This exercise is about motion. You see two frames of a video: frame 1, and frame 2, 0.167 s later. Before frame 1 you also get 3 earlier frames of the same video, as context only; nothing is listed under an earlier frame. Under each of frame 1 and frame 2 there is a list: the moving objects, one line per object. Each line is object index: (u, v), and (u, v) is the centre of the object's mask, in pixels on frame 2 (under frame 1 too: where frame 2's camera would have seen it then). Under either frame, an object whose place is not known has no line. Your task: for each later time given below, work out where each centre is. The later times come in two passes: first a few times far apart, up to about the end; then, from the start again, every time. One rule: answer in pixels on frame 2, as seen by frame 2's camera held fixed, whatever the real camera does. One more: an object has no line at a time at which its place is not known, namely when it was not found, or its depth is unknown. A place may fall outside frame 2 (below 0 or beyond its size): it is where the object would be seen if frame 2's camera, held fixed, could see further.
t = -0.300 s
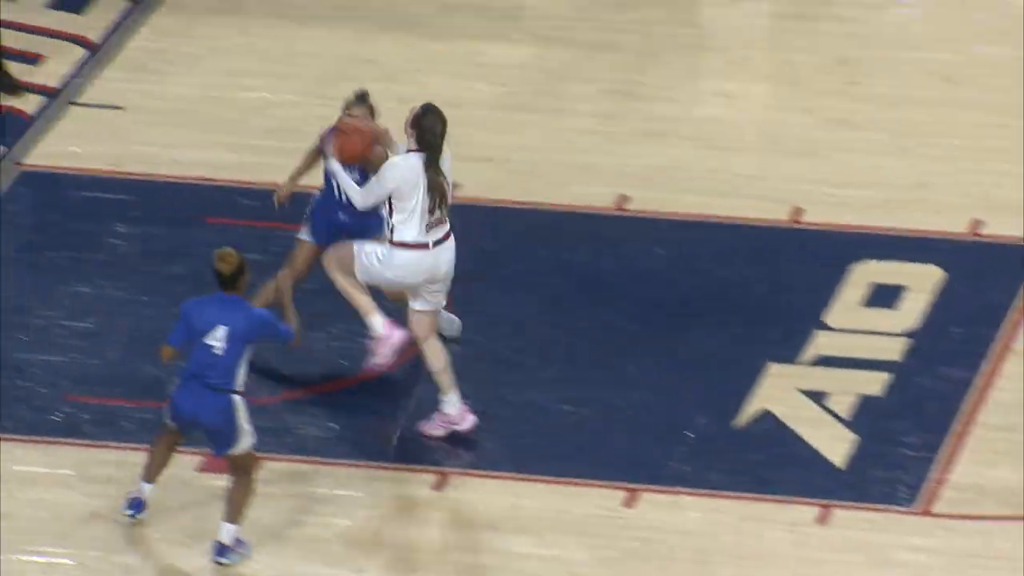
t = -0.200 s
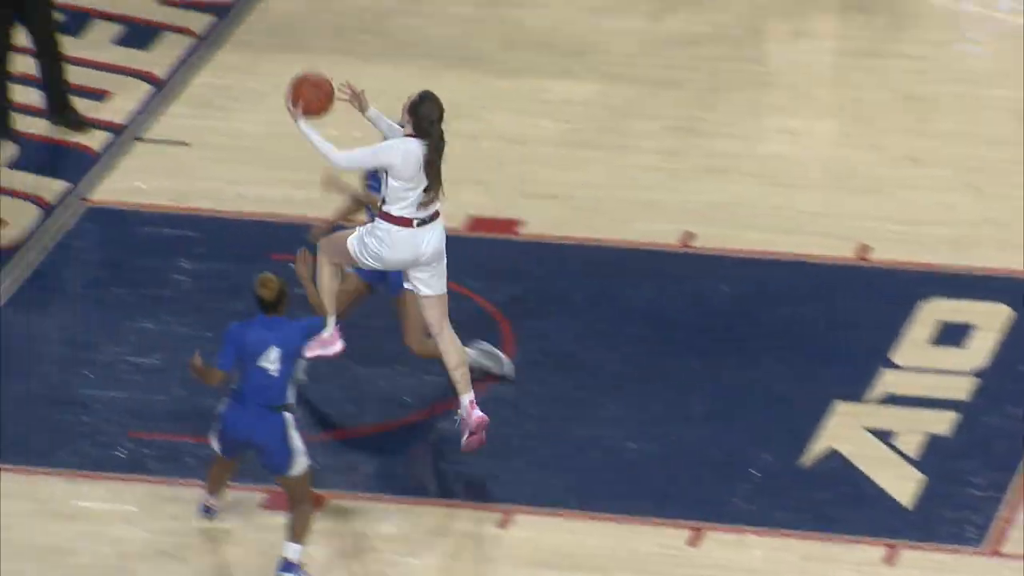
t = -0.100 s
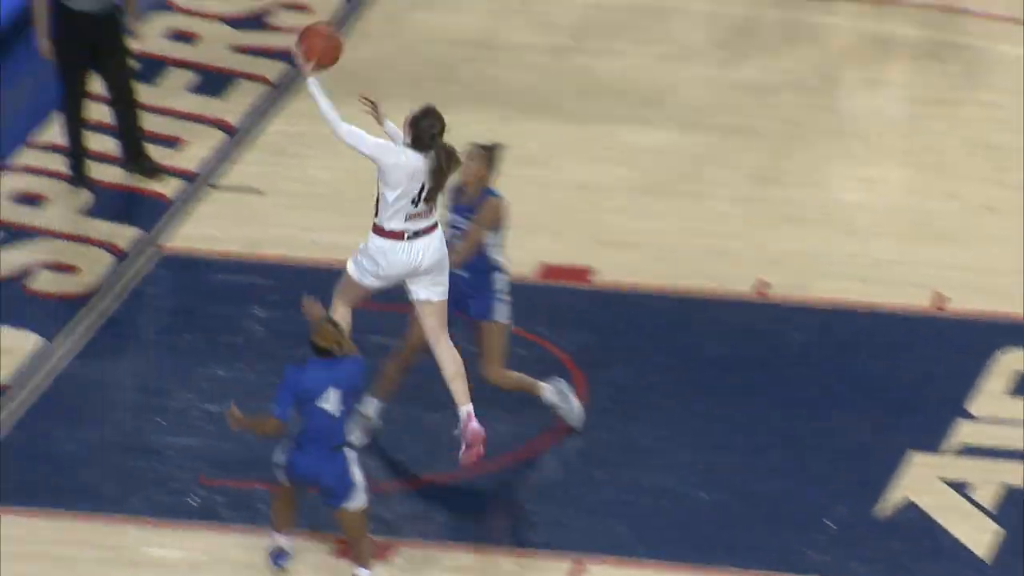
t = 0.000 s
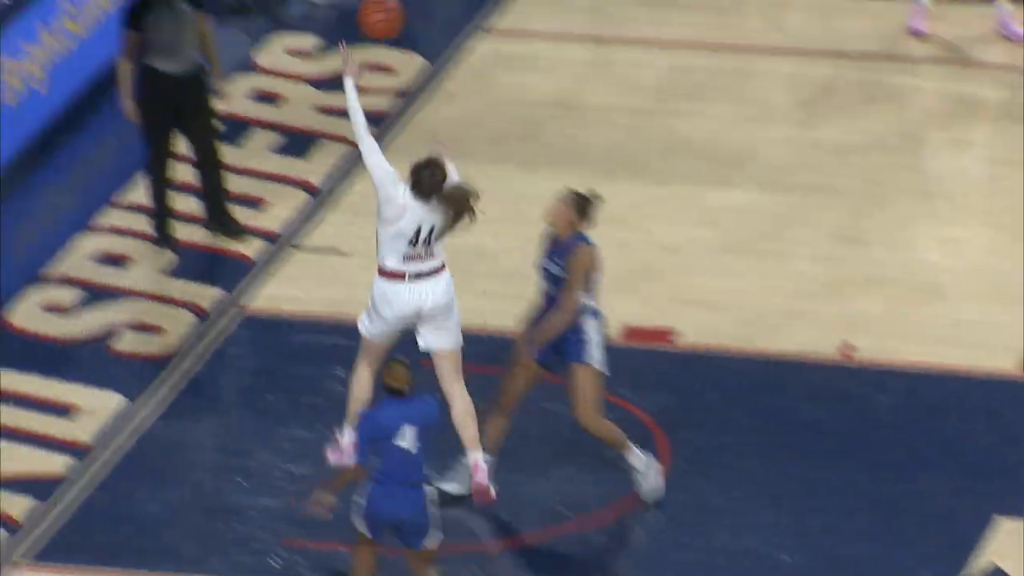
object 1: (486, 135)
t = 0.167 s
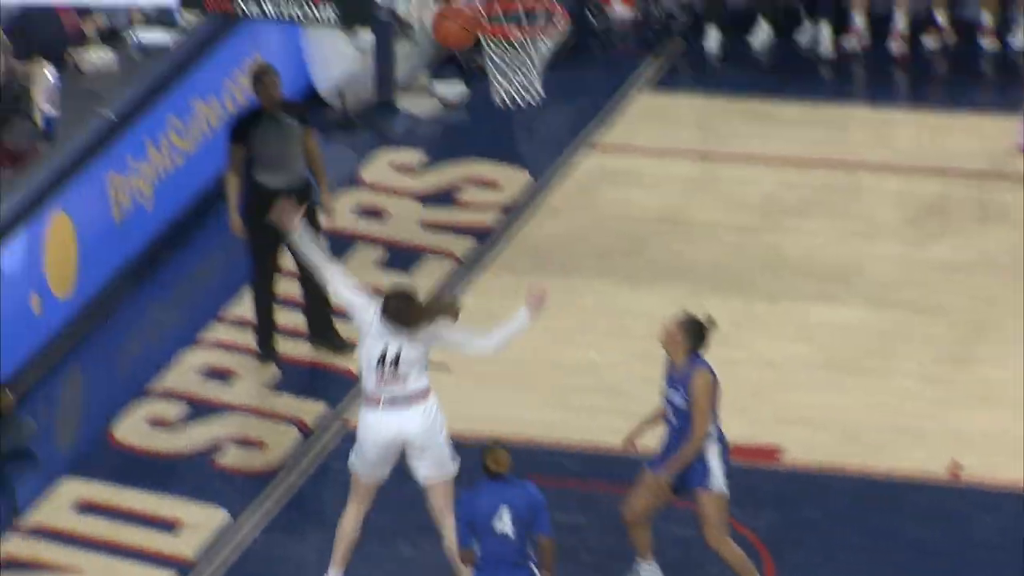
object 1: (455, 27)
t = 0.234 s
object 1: (443, -2)
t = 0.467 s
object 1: (511, -7)
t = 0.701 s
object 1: (518, 66)
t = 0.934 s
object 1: (488, 185)
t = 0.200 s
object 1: (450, 12)
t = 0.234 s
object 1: (443, -2)
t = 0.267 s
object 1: (441, -12)
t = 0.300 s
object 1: (451, -17)
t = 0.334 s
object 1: (464, -19)
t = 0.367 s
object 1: (477, -19)
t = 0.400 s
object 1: (488, -16)
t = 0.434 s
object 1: (500, -13)
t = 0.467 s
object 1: (511, -7)
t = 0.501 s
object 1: (523, 0)
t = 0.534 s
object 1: (536, 9)
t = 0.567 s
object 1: (538, 14)
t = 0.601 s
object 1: (534, 27)
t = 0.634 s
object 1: (529, 37)
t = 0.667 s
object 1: (525, 51)
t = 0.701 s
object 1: (518, 66)
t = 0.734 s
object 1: (520, 71)
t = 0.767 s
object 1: (505, 101)
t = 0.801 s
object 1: (503, 109)
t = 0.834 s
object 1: (500, 122)
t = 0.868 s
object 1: (496, 141)
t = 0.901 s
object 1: (492, 162)
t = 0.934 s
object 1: (488, 185)
